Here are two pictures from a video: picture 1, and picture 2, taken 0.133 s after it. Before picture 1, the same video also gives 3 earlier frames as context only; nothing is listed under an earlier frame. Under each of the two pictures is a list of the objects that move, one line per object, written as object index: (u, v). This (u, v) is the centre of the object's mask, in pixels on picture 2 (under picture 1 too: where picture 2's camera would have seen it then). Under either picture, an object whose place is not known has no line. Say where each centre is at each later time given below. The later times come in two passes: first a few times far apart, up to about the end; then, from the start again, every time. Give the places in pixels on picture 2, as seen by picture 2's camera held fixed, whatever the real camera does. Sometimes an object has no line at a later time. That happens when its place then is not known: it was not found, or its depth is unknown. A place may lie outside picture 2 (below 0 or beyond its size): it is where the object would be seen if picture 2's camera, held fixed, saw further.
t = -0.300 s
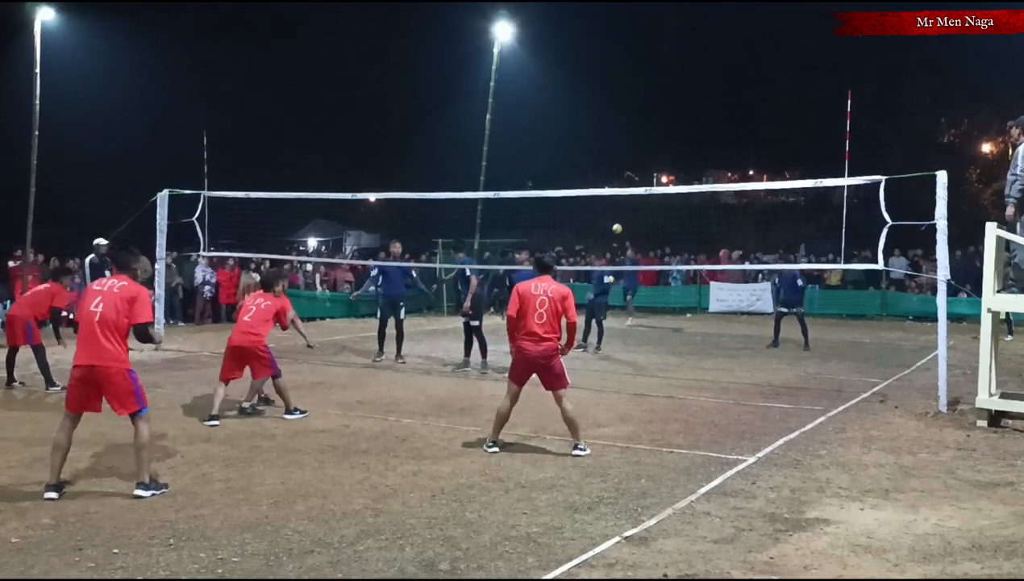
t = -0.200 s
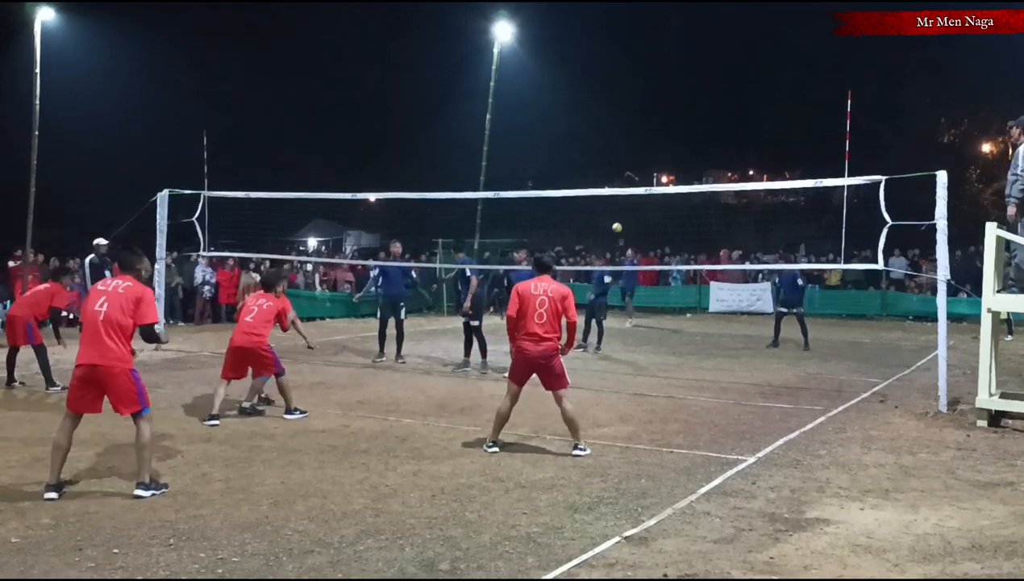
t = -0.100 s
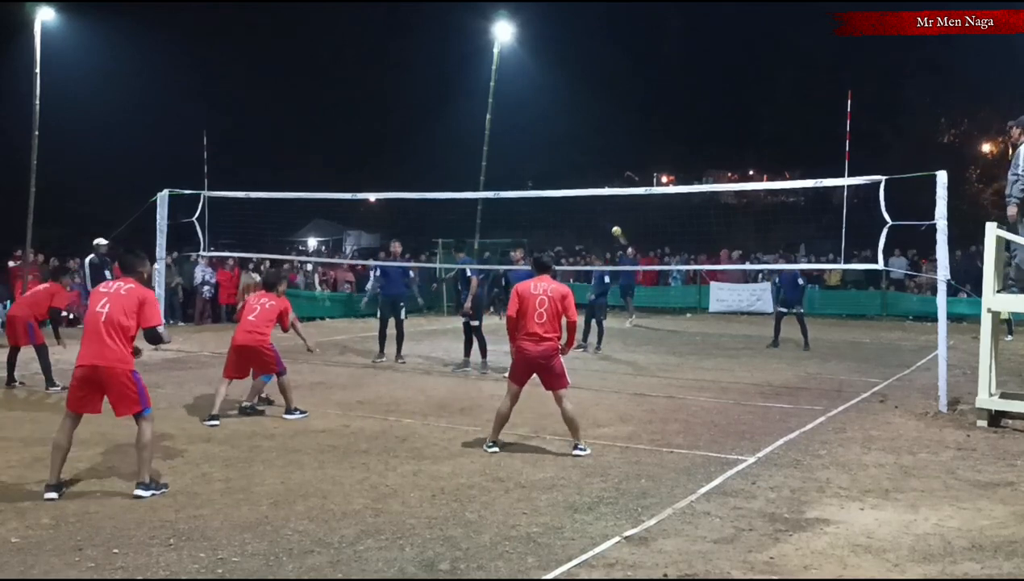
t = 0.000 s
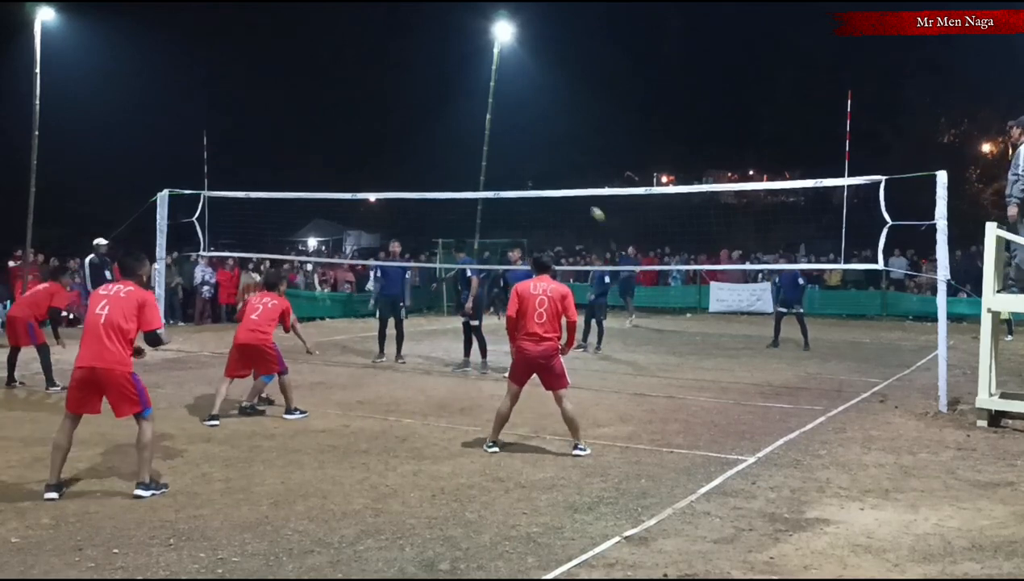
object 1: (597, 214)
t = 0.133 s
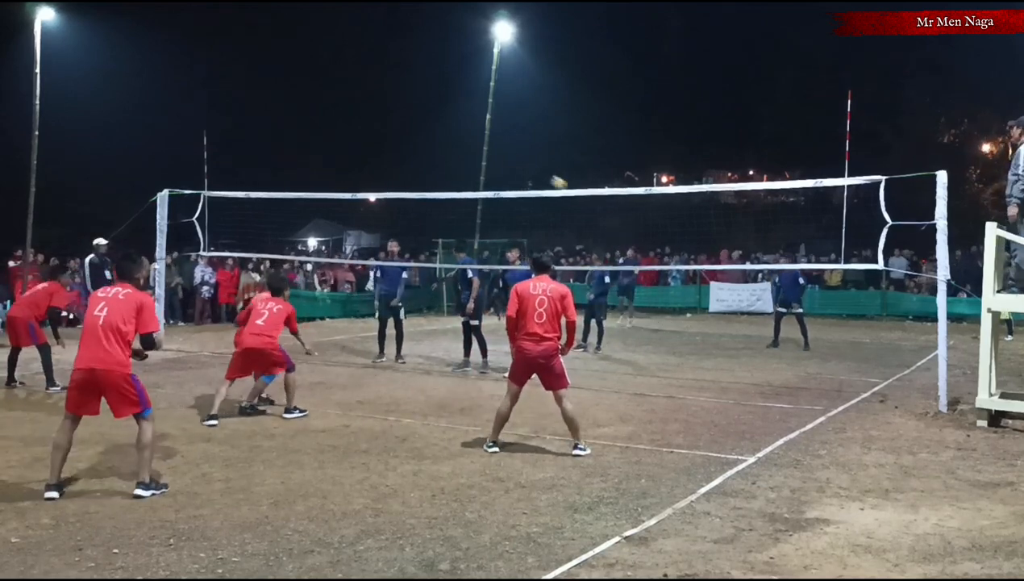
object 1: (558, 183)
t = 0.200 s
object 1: (537, 171)
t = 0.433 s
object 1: (443, 141)
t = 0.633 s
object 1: (333, 137)
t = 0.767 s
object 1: (236, 156)
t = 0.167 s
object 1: (548, 177)
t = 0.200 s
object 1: (537, 171)
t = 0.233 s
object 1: (525, 166)
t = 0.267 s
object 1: (513, 160)
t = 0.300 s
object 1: (500, 155)
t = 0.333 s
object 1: (487, 151)
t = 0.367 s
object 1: (473, 147)
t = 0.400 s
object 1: (459, 144)
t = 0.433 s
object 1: (443, 141)
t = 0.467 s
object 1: (428, 138)
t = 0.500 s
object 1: (412, 136)
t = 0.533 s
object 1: (393, 135)
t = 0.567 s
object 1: (374, 135)
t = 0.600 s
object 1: (355, 135)
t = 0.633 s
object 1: (333, 137)
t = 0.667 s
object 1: (311, 140)
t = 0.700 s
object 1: (288, 143)
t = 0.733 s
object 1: (262, 149)
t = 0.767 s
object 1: (236, 156)
